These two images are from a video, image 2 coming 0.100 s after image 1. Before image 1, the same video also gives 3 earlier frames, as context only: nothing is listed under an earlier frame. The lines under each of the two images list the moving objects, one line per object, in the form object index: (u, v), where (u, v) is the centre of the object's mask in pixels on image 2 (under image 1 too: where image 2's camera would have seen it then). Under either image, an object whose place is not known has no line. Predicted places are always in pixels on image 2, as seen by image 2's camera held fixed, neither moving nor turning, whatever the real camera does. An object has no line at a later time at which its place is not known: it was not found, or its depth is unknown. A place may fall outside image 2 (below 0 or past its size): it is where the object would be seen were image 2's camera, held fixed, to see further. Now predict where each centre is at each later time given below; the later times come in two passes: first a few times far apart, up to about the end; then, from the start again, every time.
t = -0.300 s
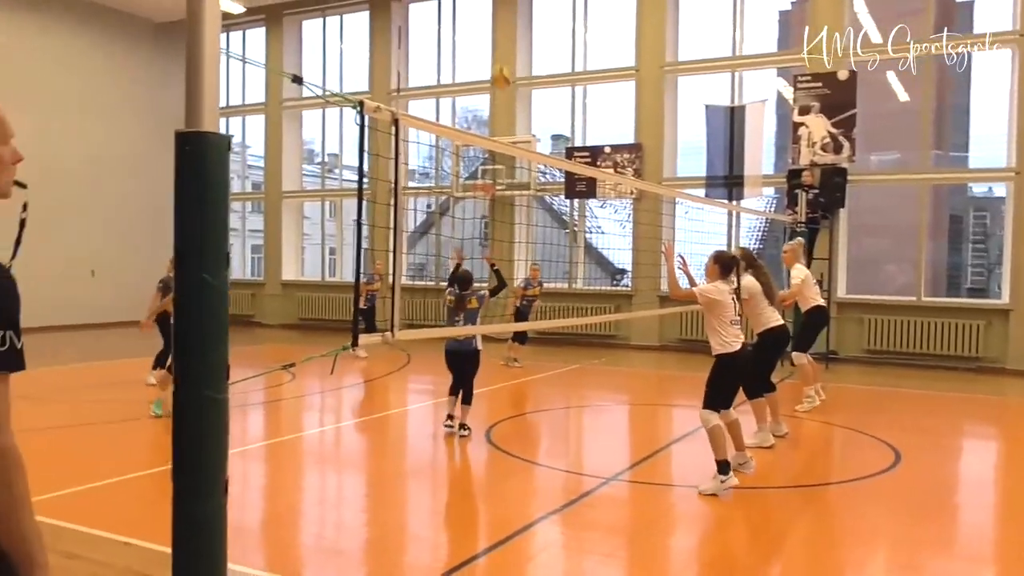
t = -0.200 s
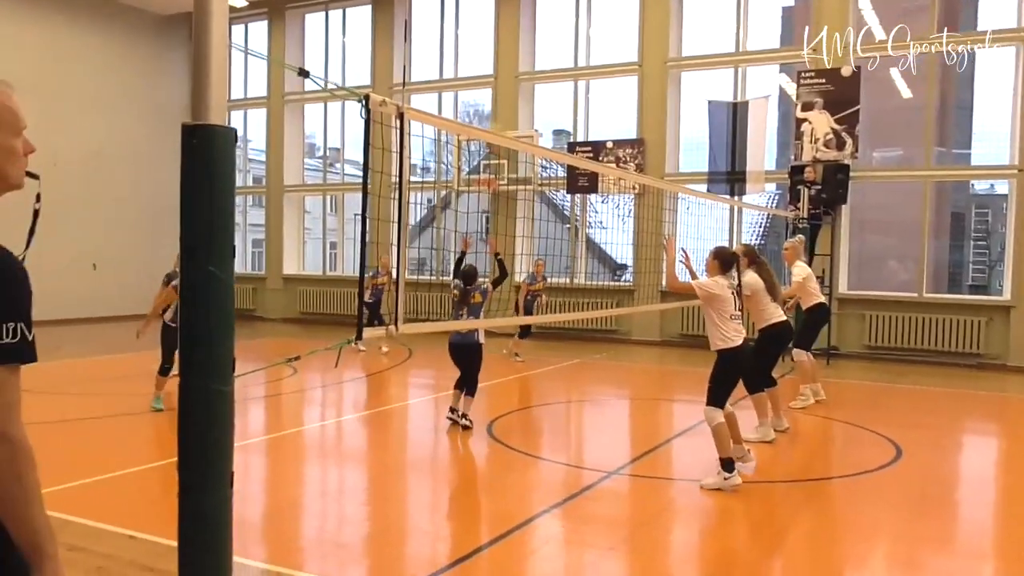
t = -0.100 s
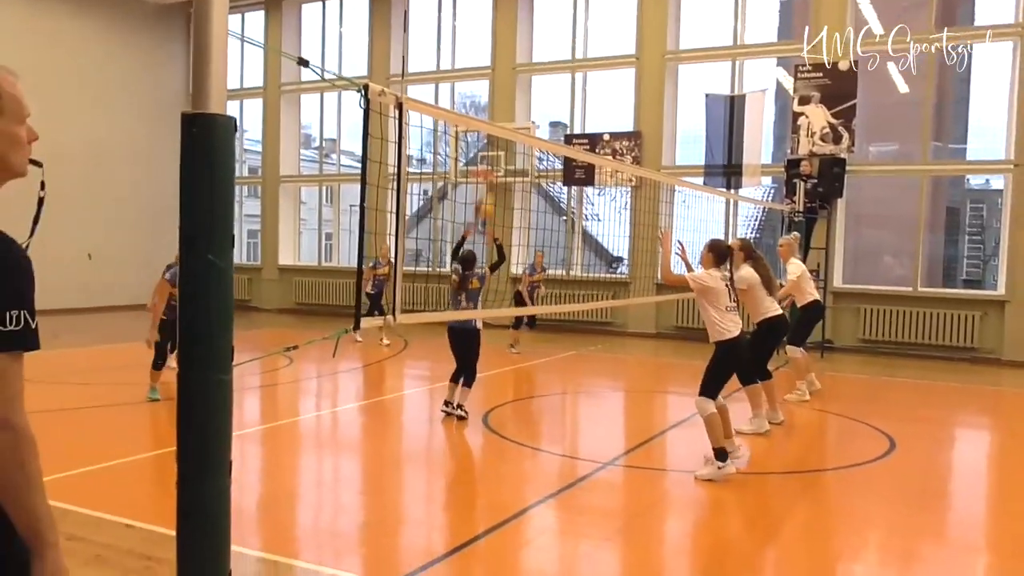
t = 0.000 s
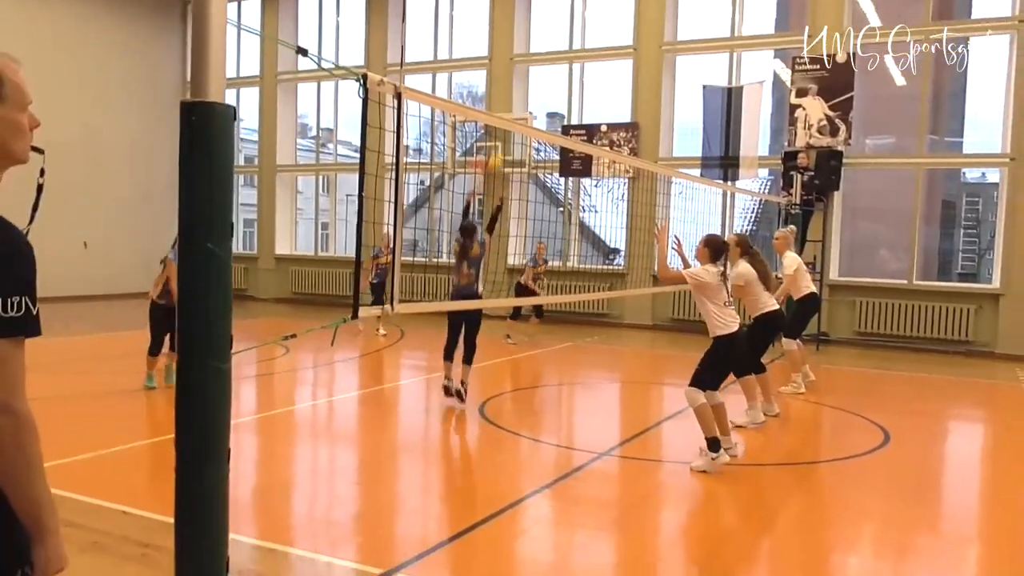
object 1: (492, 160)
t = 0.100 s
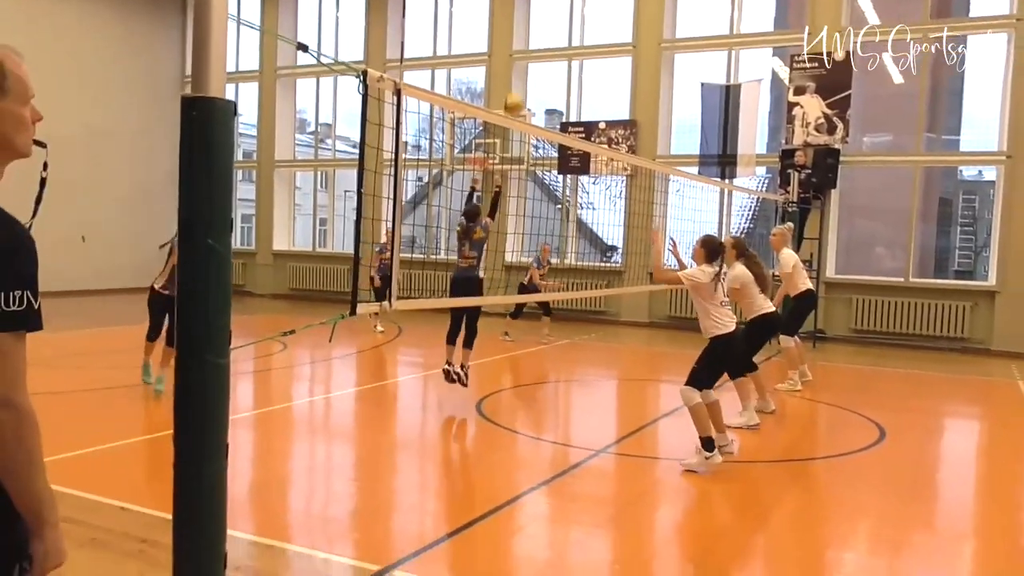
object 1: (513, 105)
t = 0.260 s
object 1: (540, 45)
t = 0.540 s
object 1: (574, 9)
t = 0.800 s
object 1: (598, 37)
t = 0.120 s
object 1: (517, 95)
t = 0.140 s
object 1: (521, 86)
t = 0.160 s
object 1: (524, 78)
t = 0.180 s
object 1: (527, 71)
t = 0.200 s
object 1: (530, 64)
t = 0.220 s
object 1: (533, 58)
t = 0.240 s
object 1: (537, 51)
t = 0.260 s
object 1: (540, 45)
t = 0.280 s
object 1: (543, 39)
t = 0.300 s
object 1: (545, 34)
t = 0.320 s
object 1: (548, 30)
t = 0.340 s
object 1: (551, 26)
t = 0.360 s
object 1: (554, 22)
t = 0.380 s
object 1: (556, 19)
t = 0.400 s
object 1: (560, 17)
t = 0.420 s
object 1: (562, 14)
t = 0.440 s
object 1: (563, 13)
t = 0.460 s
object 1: (566, 11)
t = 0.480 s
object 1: (568, 10)
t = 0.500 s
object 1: (571, 9)
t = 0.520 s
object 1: (573, 9)
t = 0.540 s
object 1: (574, 9)
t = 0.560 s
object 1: (576, 9)
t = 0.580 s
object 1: (577, 9)
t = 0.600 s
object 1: (579, 10)
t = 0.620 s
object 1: (582, 12)
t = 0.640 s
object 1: (584, 13)
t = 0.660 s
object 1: (586, 16)
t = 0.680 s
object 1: (587, 18)
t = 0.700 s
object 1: (589, 21)
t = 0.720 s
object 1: (591, 23)
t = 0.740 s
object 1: (592, 26)
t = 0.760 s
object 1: (594, 30)
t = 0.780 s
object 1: (596, 33)
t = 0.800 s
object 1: (598, 37)
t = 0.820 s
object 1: (600, 41)
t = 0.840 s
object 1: (602, 46)
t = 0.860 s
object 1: (603, 51)
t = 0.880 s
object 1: (605, 55)
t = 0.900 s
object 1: (607, 60)
